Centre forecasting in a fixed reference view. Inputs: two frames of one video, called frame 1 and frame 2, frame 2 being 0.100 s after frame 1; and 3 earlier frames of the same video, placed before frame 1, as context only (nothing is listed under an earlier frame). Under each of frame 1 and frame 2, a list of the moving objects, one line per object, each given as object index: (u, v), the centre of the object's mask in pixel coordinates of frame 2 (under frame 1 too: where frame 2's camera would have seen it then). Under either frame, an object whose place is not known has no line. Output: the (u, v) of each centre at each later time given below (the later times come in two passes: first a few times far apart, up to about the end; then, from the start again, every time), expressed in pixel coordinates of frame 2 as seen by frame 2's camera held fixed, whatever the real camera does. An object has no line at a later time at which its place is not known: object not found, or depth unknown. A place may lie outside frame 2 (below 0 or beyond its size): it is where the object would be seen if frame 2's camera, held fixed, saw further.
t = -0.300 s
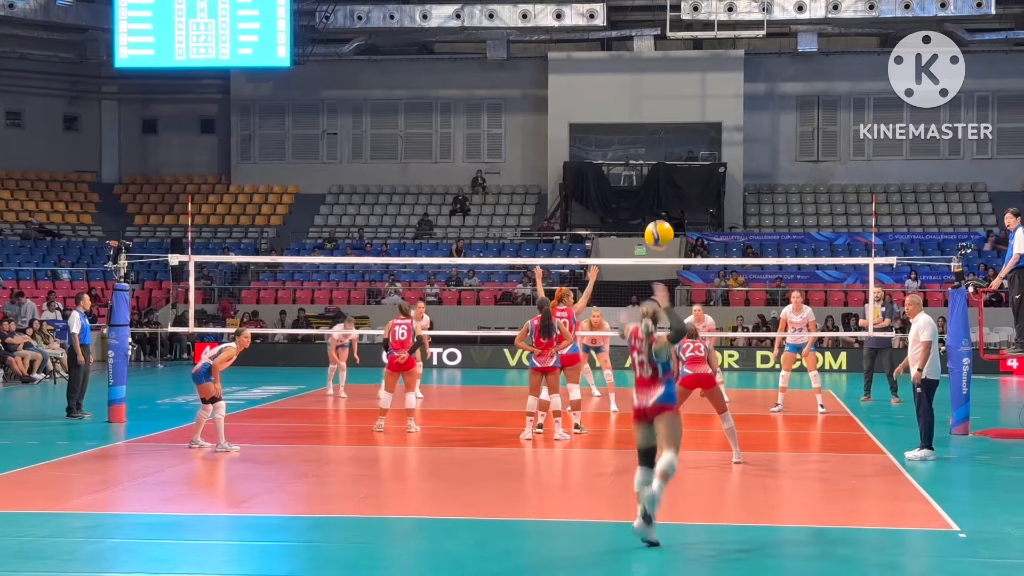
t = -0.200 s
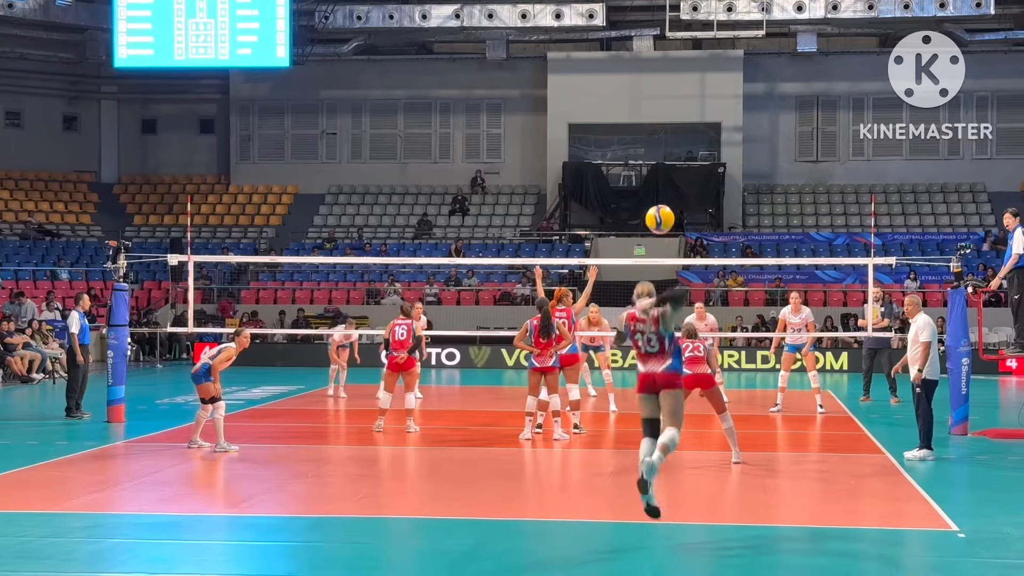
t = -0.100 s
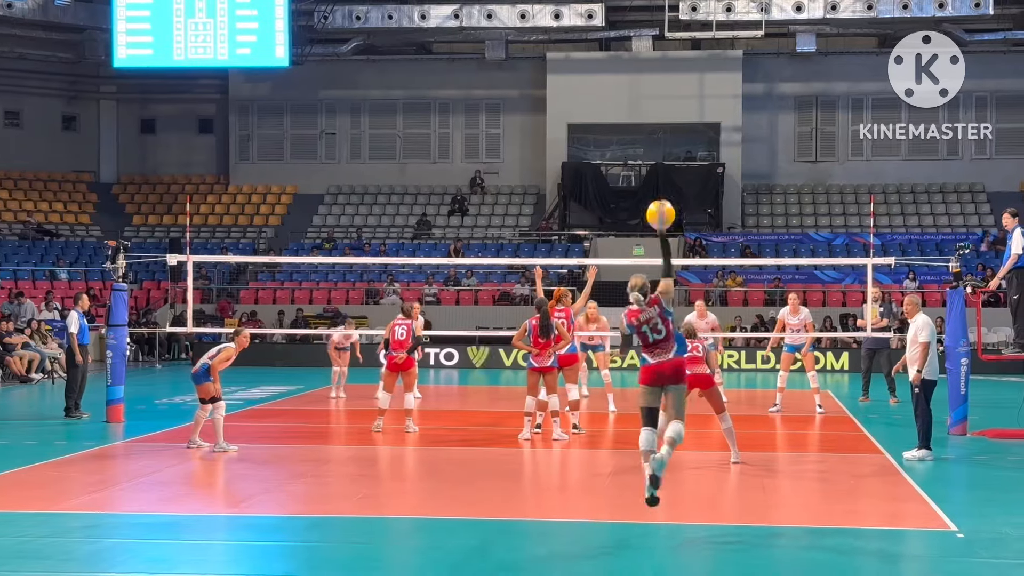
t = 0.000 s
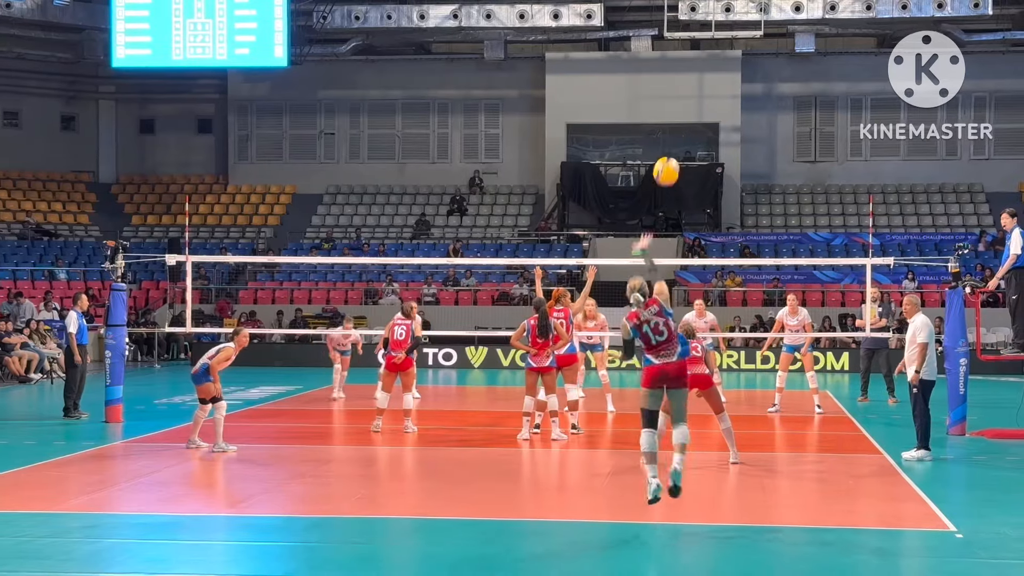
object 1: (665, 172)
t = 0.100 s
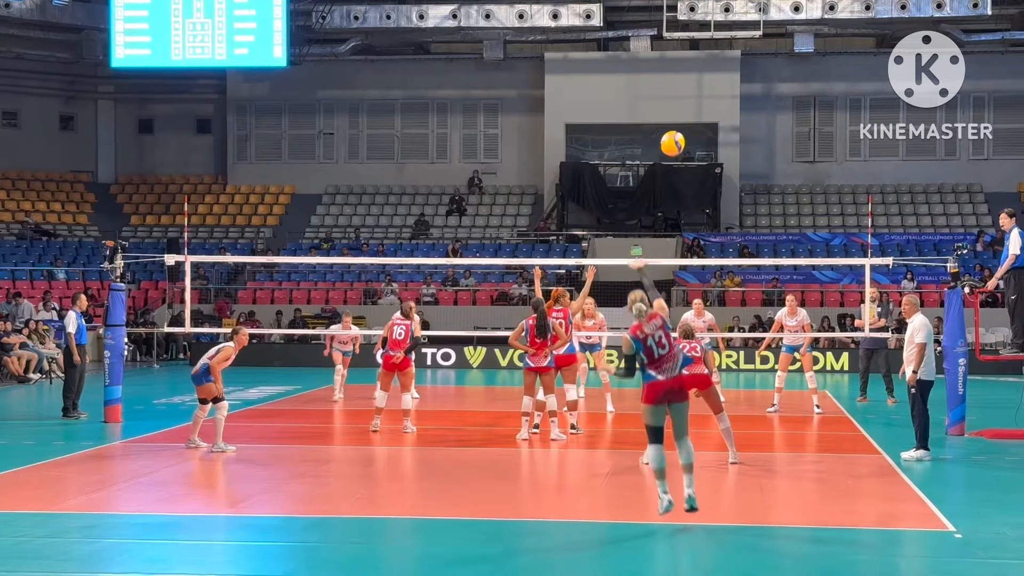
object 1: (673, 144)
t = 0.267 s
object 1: (684, 128)
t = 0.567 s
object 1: (694, 168)
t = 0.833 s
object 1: (692, 248)
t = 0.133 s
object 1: (675, 137)
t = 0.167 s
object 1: (678, 133)
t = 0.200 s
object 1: (680, 130)
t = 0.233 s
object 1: (682, 128)
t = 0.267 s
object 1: (684, 128)
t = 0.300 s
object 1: (686, 129)
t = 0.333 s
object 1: (687, 130)
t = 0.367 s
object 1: (689, 133)
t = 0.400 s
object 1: (690, 137)
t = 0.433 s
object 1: (691, 142)
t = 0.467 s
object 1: (692, 147)
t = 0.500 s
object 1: (693, 153)
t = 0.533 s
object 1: (693, 160)
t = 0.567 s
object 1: (694, 168)
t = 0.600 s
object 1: (694, 176)
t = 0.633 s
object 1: (694, 185)
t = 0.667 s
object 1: (694, 194)
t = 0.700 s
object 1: (694, 204)
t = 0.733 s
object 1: (694, 214)
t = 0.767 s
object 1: (694, 225)
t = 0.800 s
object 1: (693, 236)
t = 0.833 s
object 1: (692, 248)
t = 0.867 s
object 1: (692, 255)
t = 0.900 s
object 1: (692, 273)
